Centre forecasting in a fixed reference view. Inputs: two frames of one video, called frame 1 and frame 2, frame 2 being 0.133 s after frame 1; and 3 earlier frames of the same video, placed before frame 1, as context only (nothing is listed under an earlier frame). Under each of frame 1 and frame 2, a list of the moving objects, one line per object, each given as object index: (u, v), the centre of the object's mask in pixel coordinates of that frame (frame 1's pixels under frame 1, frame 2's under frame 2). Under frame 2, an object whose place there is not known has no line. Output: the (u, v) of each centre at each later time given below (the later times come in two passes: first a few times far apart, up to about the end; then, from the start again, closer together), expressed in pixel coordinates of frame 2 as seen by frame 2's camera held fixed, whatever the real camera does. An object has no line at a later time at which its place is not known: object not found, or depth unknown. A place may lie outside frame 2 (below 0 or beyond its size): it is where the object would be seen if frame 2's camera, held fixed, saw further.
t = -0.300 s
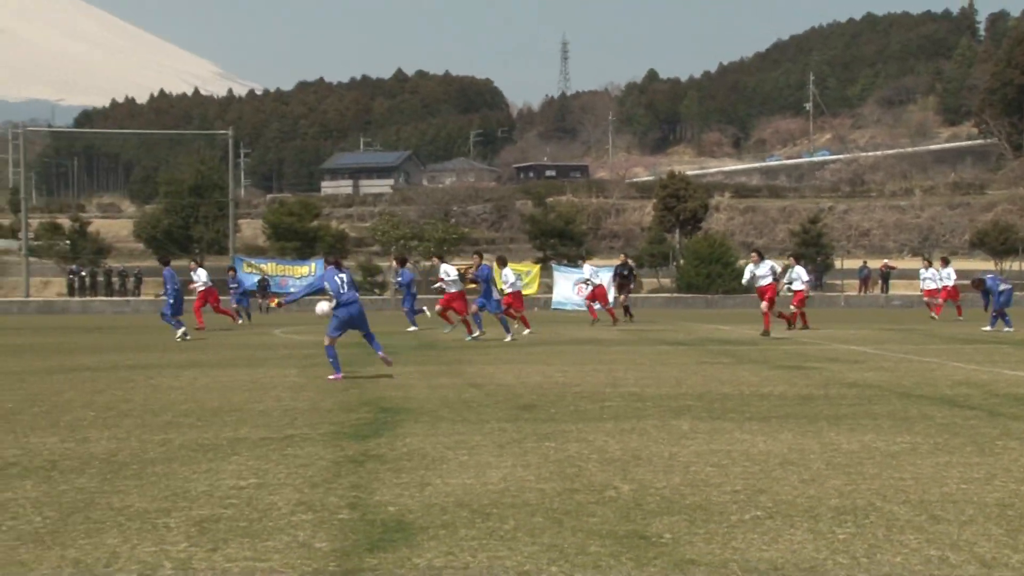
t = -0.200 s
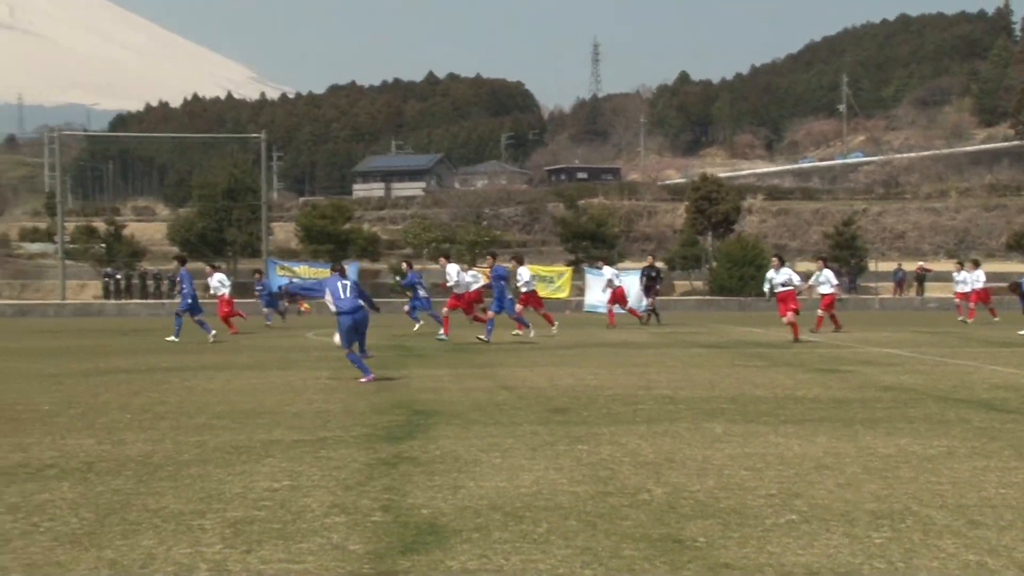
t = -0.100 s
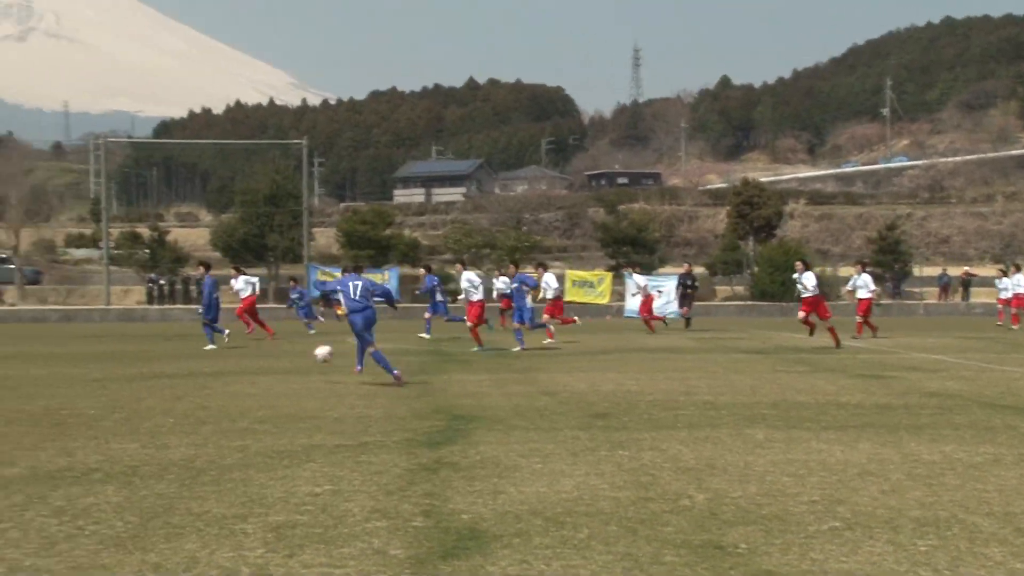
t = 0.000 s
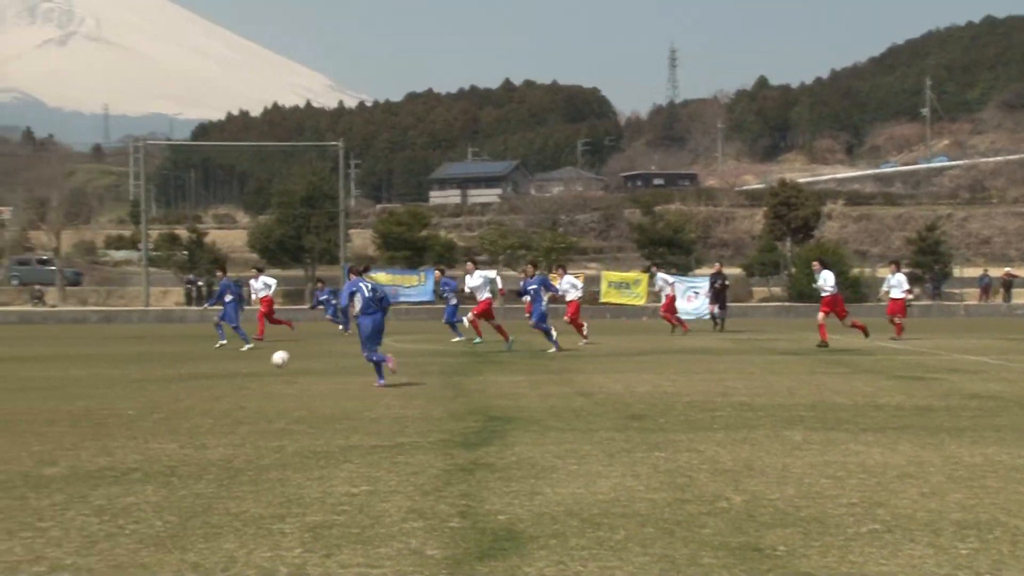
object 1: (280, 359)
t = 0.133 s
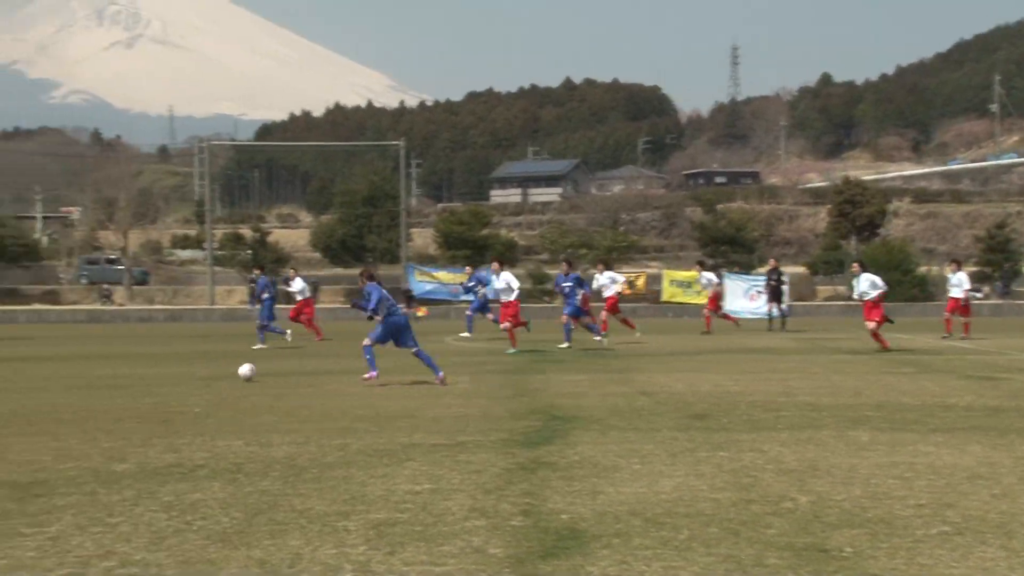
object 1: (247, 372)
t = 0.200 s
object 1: (212, 363)
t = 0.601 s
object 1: (4, 361)
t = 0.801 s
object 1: (-97, 375)
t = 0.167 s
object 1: (230, 367)
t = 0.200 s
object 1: (212, 363)
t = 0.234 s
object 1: (194, 361)
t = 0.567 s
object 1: (21, 362)
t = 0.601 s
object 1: (4, 361)
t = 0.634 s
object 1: (-13, 362)
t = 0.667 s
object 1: (-29, 362)
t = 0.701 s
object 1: (-46, 364)
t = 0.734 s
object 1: (-64, 367)
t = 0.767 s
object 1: (-81, 370)
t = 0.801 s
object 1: (-97, 375)
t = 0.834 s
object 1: (-115, 376)
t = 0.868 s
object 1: (-133, 373)
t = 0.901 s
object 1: (-150, 372)
